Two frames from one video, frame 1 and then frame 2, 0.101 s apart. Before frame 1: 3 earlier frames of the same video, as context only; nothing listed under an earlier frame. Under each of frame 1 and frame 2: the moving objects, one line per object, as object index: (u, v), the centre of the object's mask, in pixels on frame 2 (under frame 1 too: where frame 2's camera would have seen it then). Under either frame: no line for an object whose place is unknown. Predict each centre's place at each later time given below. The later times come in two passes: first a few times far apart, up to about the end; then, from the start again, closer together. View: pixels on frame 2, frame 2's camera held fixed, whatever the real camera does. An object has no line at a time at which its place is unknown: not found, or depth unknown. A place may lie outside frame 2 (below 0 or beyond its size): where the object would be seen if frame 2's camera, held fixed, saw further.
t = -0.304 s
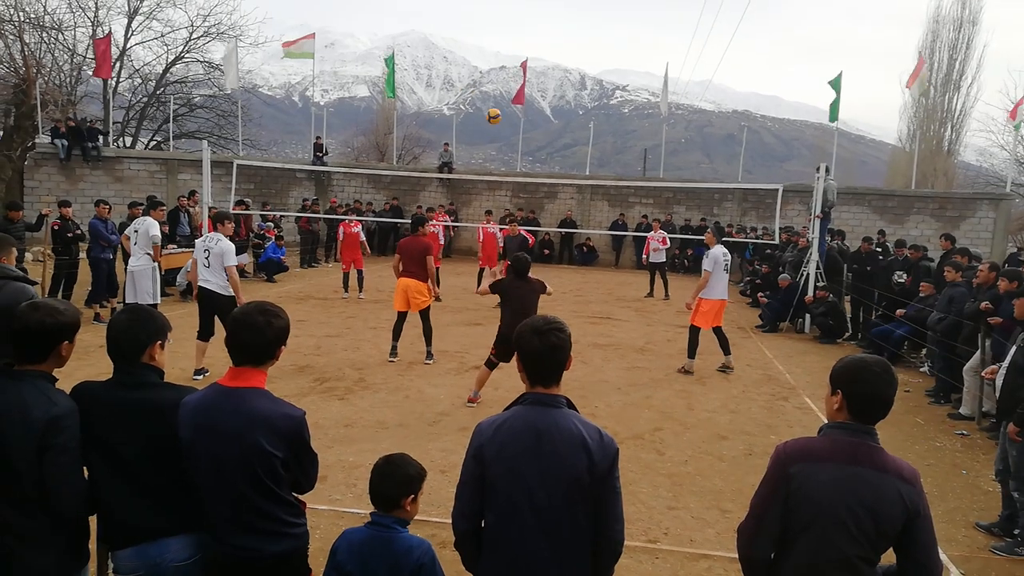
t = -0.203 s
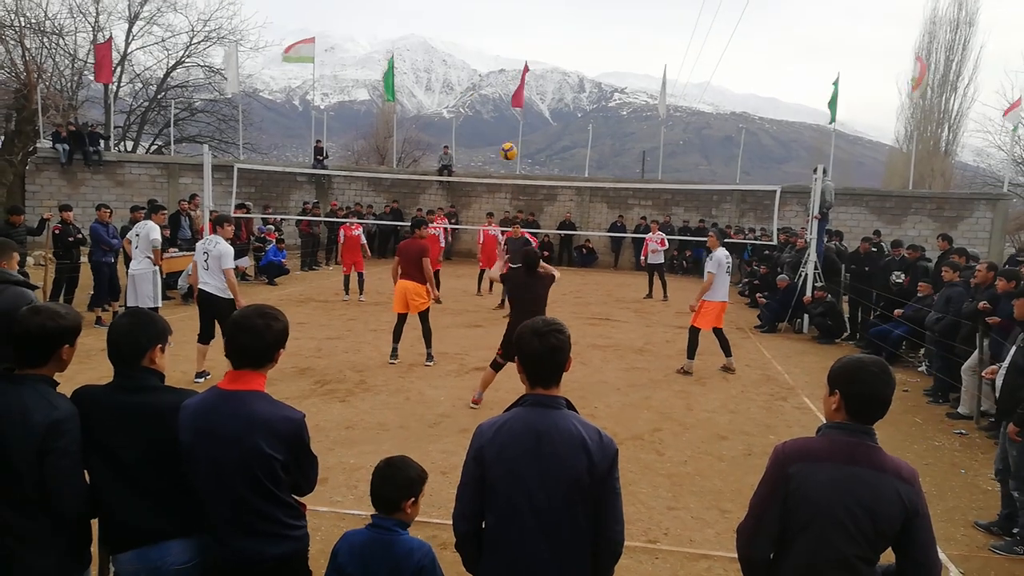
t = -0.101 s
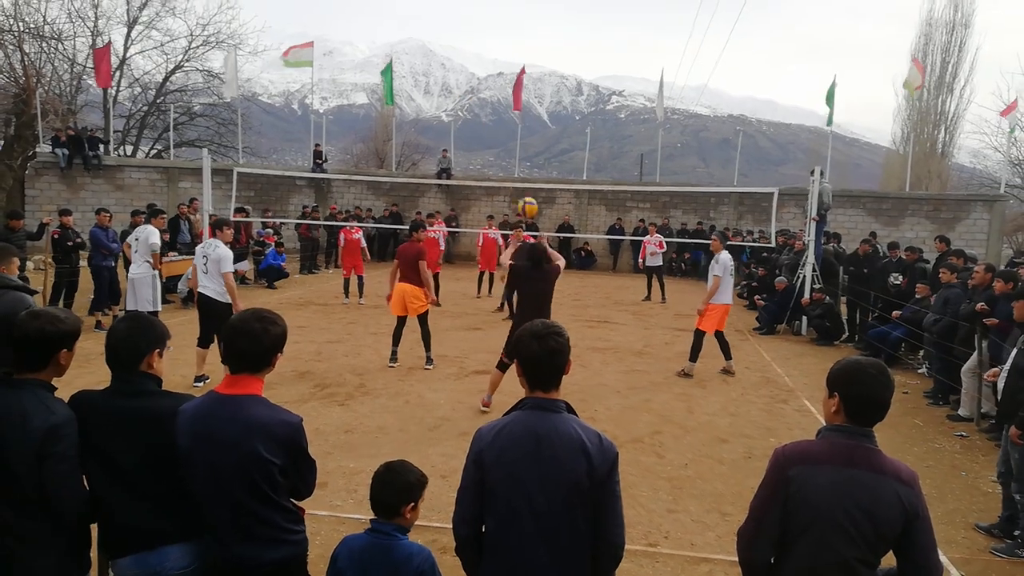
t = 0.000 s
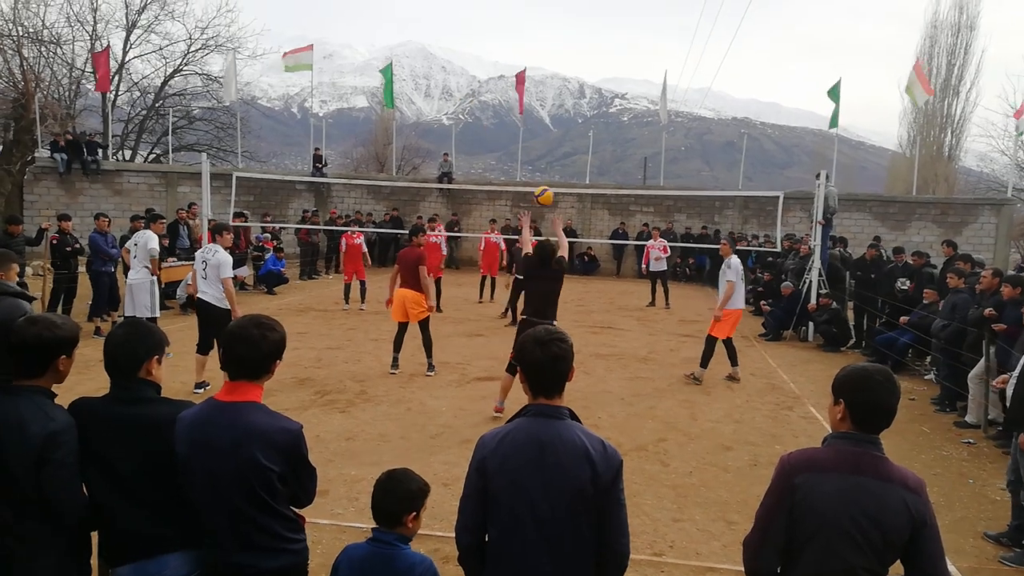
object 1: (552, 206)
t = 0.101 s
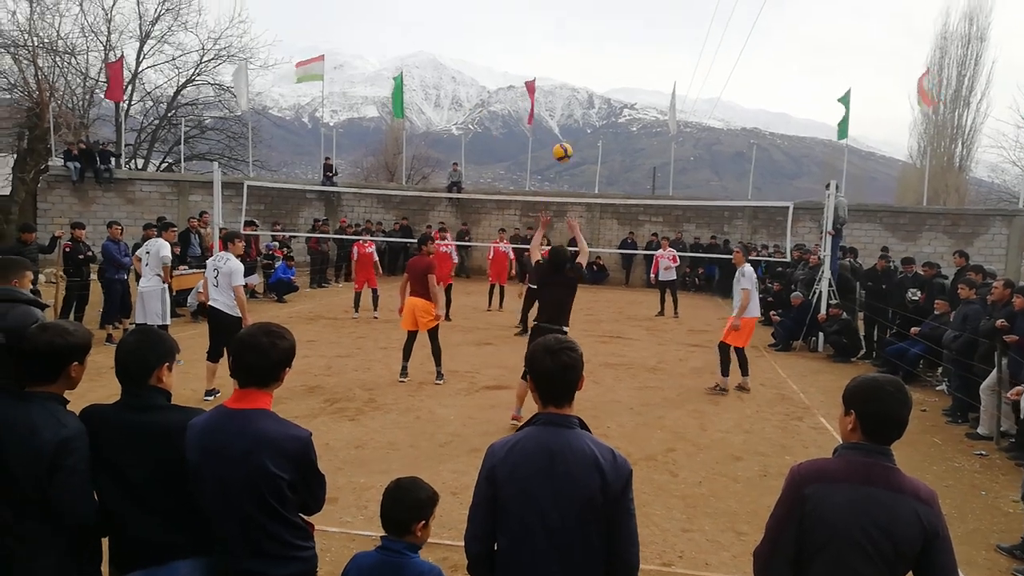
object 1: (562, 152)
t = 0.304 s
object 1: (577, 81)
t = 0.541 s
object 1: (589, 51)
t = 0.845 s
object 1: (600, 76)
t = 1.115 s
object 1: (606, 147)
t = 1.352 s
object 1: (605, 235)
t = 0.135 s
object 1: (565, 137)
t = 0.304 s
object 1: (577, 81)
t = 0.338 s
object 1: (579, 74)
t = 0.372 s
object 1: (581, 67)
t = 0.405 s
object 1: (583, 62)
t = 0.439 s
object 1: (584, 57)
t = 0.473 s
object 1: (586, 54)
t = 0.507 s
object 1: (587, 52)
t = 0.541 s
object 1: (589, 51)
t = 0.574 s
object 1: (590, 51)
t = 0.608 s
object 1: (592, 51)
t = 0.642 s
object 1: (593, 53)
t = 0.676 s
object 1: (594, 55)
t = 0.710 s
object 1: (595, 58)
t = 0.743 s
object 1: (596, 61)
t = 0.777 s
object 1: (598, 65)
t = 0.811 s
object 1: (599, 70)
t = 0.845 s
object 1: (600, 76)
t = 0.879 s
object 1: (601, 82)
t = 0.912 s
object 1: (603, 90)
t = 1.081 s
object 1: (606, 136)
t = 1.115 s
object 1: (606, 147)
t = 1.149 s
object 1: (606, 158)
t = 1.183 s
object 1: (606, 170)
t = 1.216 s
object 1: (606, 182)
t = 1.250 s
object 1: (606, 195)
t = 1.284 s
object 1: (605, 207)
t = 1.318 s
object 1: (605, 221)
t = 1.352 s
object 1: (605, 235)
